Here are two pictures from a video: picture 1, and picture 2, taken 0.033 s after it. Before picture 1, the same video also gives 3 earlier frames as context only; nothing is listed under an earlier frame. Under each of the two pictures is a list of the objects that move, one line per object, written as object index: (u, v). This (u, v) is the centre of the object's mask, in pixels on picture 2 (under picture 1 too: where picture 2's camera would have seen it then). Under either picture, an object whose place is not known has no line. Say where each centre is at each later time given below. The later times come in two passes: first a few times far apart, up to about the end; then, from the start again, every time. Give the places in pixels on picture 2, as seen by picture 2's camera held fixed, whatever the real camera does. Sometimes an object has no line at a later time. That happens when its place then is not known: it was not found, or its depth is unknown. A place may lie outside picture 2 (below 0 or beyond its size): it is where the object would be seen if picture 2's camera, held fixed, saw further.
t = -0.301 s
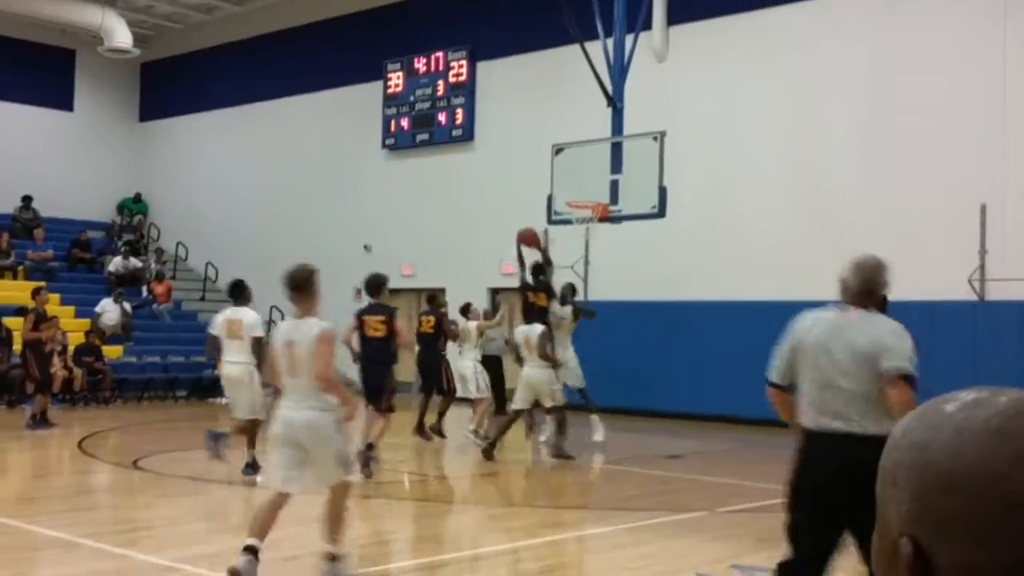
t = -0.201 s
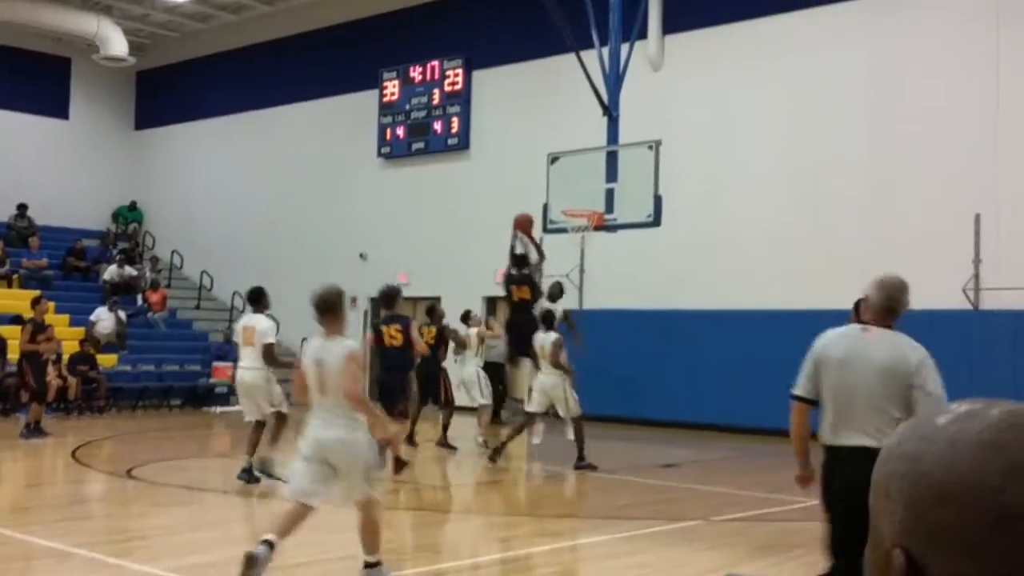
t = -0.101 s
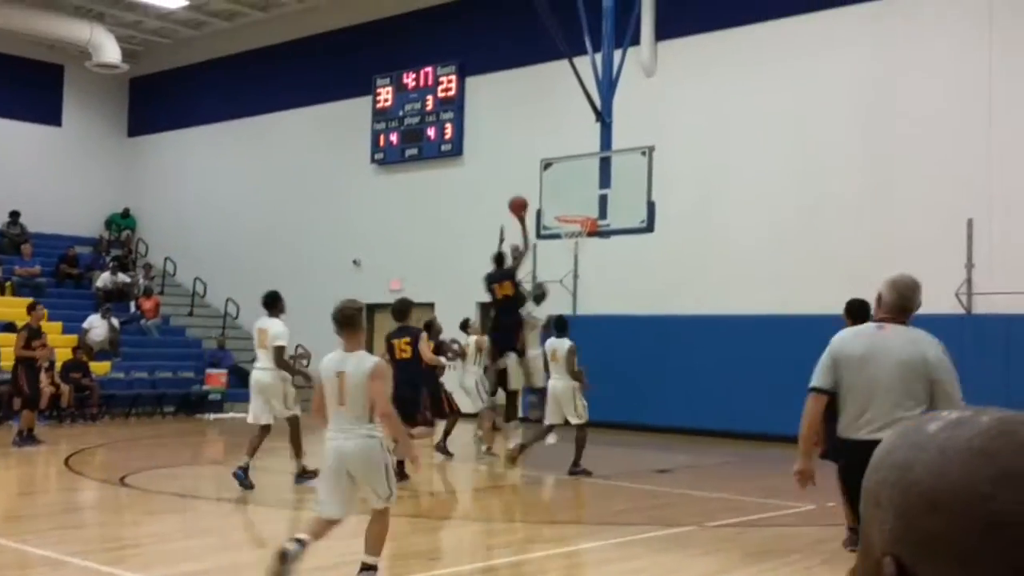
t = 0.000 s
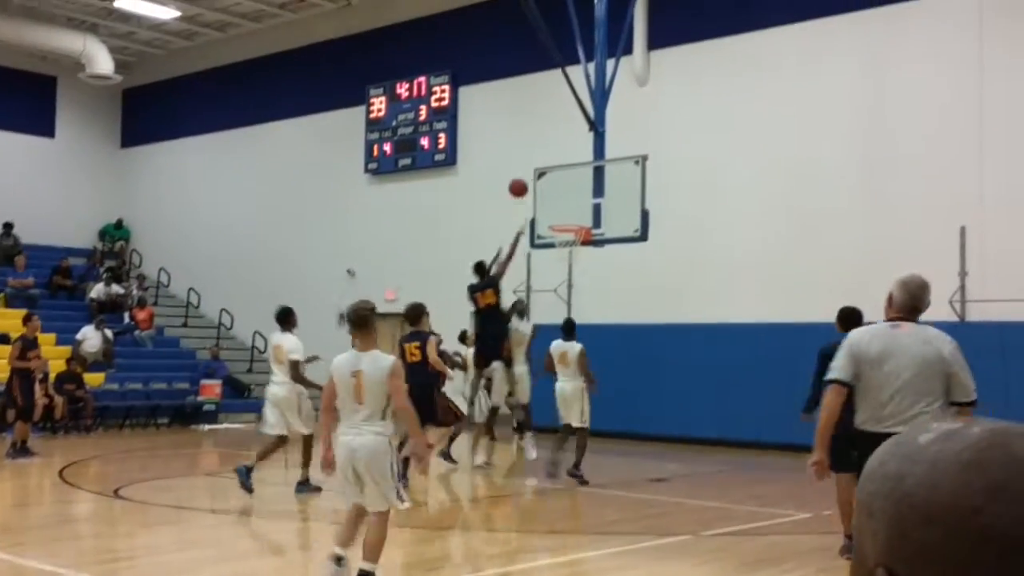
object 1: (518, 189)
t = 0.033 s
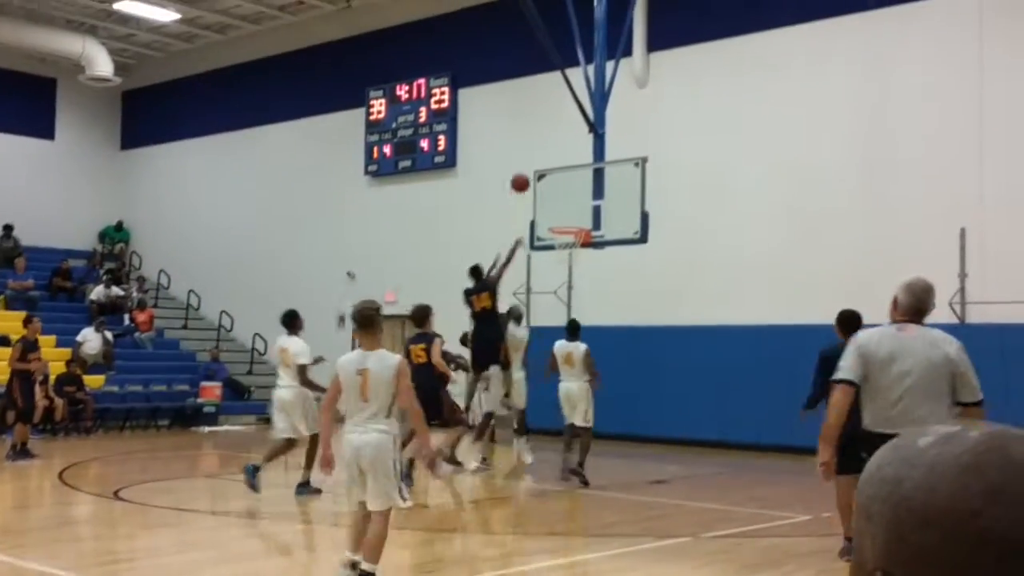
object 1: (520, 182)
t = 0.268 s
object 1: (533, 161)
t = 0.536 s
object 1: (546, 188)
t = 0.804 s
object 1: (546, 205)
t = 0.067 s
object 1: (522, 176)
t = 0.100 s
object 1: (523, 172)
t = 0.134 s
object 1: (525, 168)
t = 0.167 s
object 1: (527, 164)
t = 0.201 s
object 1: (529, 162)
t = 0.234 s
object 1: (531, 161)
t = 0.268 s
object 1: (533, 161)
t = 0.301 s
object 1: (535, 161)
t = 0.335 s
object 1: (536, 162)
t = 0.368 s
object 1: (538, 165)
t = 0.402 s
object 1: (540, 168)
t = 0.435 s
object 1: (541, 171)
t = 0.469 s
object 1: (543, 175)
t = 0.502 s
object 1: (545, 181)
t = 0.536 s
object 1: (546, 188)
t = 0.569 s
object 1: (548, 195)
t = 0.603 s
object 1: (549, 202)
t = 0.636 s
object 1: (550, 211)
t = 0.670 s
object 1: (551, 217)
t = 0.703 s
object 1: (550, 214)
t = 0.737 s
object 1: (549, 210)
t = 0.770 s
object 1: (547, 207)
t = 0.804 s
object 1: (546, 205)
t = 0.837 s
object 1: (545, 203)
